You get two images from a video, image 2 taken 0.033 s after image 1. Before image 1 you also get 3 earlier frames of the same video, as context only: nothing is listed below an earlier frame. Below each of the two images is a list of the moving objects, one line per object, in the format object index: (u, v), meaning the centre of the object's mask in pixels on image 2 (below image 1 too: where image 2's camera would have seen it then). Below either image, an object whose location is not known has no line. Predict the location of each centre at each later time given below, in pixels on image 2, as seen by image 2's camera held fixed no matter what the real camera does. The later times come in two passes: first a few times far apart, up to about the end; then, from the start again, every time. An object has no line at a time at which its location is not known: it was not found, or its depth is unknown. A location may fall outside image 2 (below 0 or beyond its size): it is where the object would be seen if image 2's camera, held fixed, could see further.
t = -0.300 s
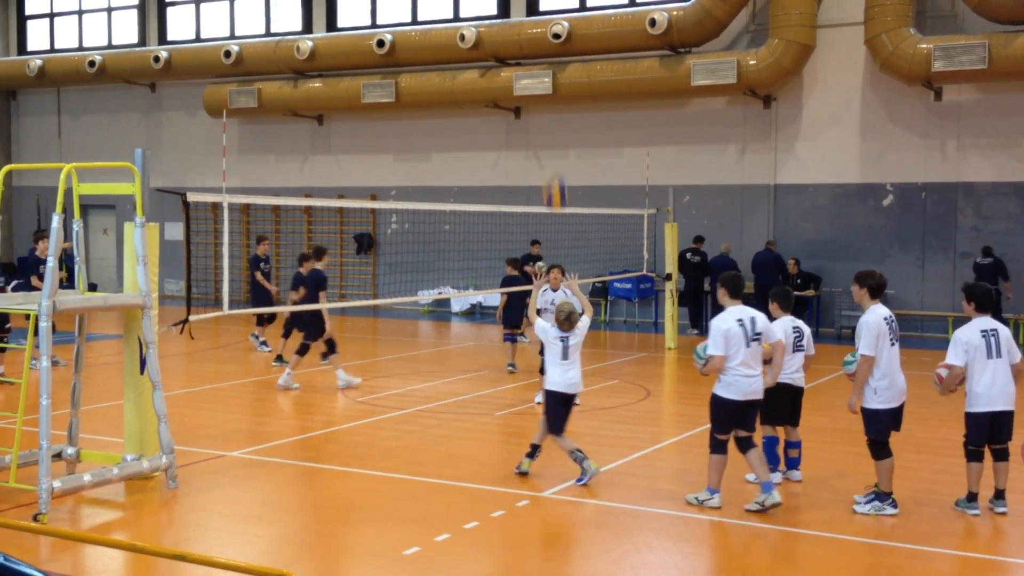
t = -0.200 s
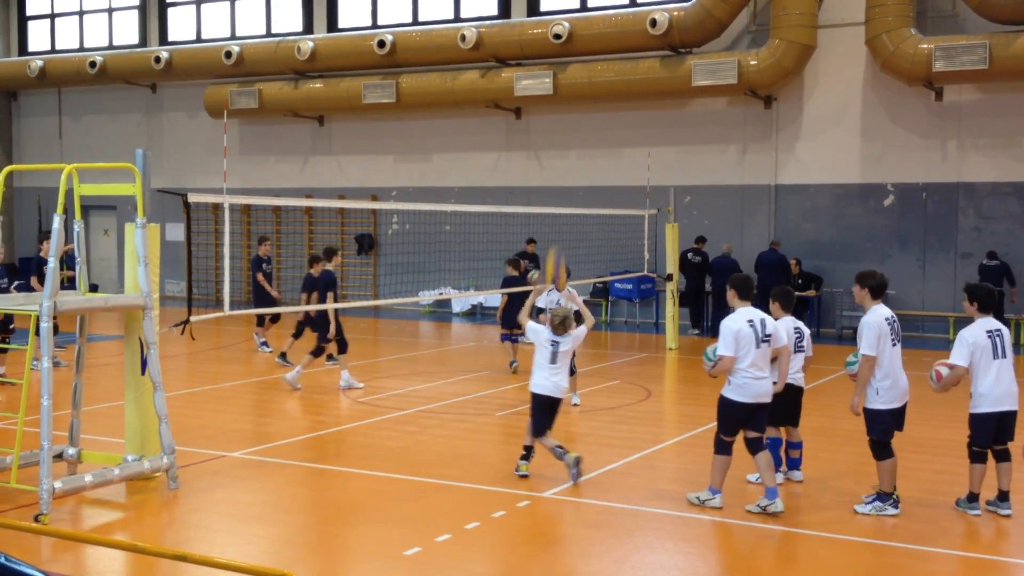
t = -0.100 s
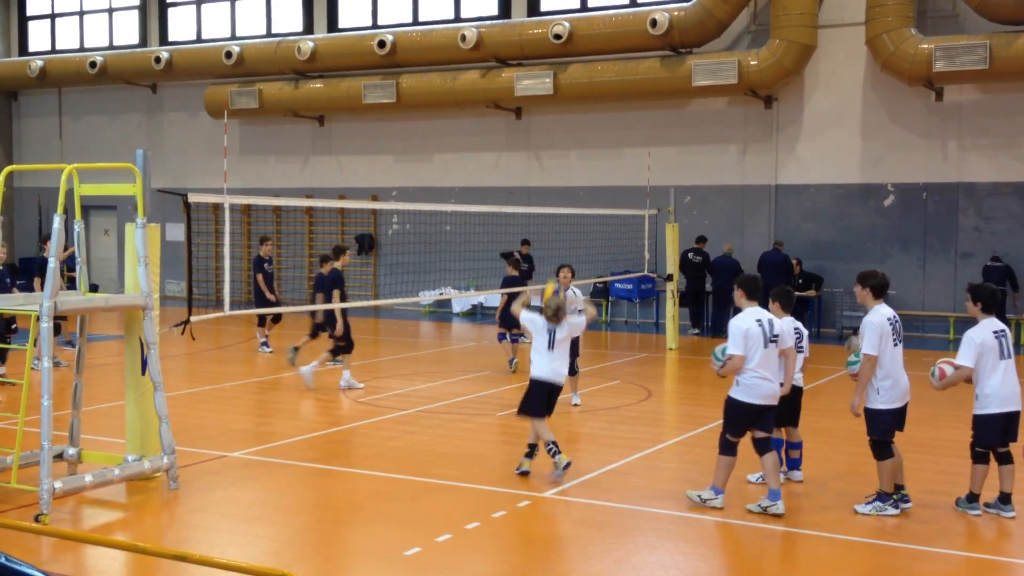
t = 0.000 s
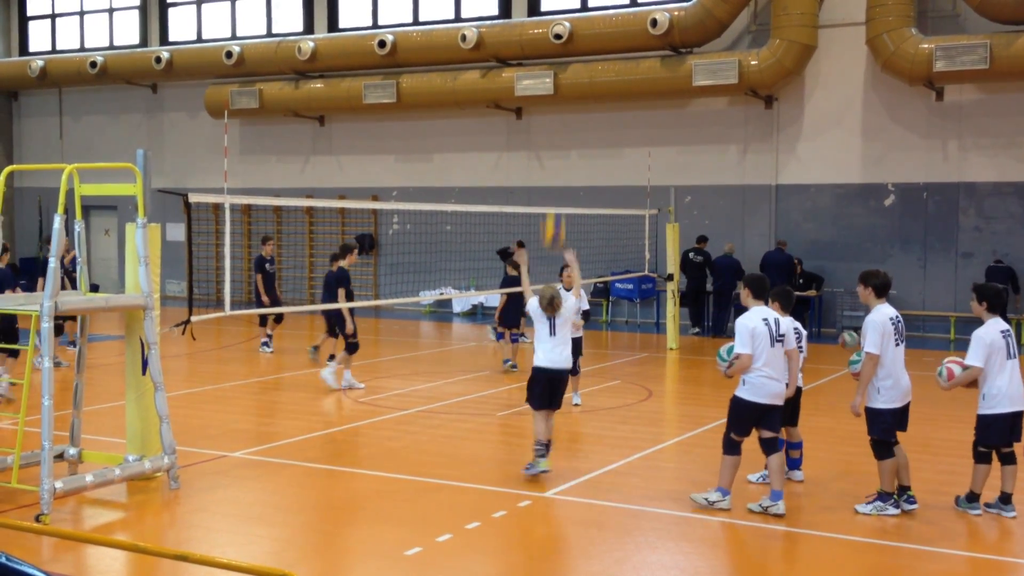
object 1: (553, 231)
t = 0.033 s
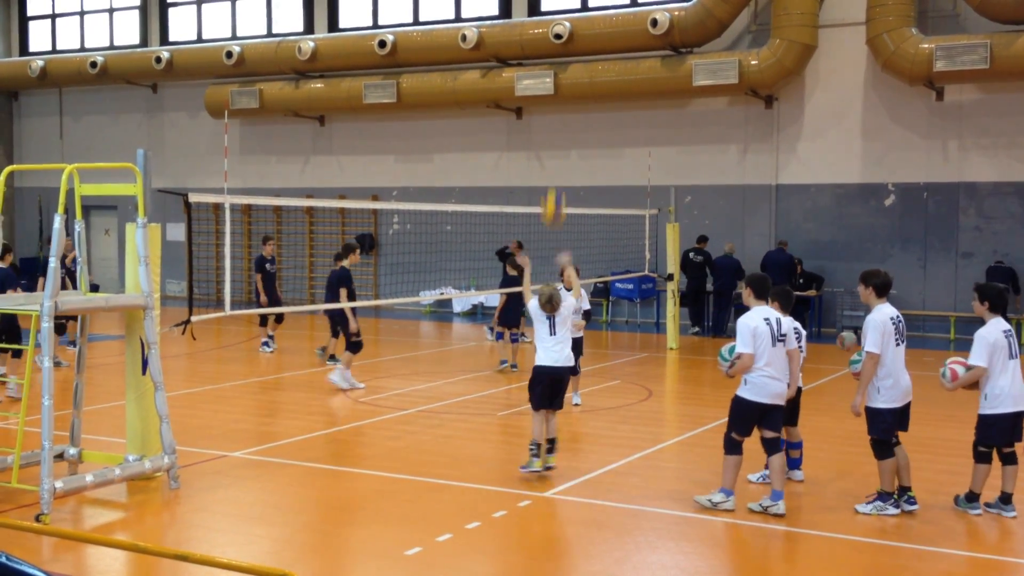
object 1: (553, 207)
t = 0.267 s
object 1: (553, 91)
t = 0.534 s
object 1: (550, 42)
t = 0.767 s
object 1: (548, 64)
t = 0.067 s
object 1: (554, 185)
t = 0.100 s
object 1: (553, 165)
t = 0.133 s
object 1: (553, 148)
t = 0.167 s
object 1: (553, 131)
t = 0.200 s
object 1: (553, 115)
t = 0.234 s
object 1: (553, 101)
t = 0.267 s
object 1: (553, 91)
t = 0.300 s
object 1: (553, 79)
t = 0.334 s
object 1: (552, 69)
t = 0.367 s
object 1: (552, 61)
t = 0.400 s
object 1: (552, 55)
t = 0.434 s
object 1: (551, 50)
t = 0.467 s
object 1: (551, 46)
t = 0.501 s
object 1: (550, 43)
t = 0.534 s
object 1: (550, 42)
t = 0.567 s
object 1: (550, 42)
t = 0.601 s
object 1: (549, 43)
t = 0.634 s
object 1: (549, 45)
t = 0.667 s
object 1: (549, 48)
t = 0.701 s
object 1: (548, 53)
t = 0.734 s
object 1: (548, 58)
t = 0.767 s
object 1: (548, 64)
